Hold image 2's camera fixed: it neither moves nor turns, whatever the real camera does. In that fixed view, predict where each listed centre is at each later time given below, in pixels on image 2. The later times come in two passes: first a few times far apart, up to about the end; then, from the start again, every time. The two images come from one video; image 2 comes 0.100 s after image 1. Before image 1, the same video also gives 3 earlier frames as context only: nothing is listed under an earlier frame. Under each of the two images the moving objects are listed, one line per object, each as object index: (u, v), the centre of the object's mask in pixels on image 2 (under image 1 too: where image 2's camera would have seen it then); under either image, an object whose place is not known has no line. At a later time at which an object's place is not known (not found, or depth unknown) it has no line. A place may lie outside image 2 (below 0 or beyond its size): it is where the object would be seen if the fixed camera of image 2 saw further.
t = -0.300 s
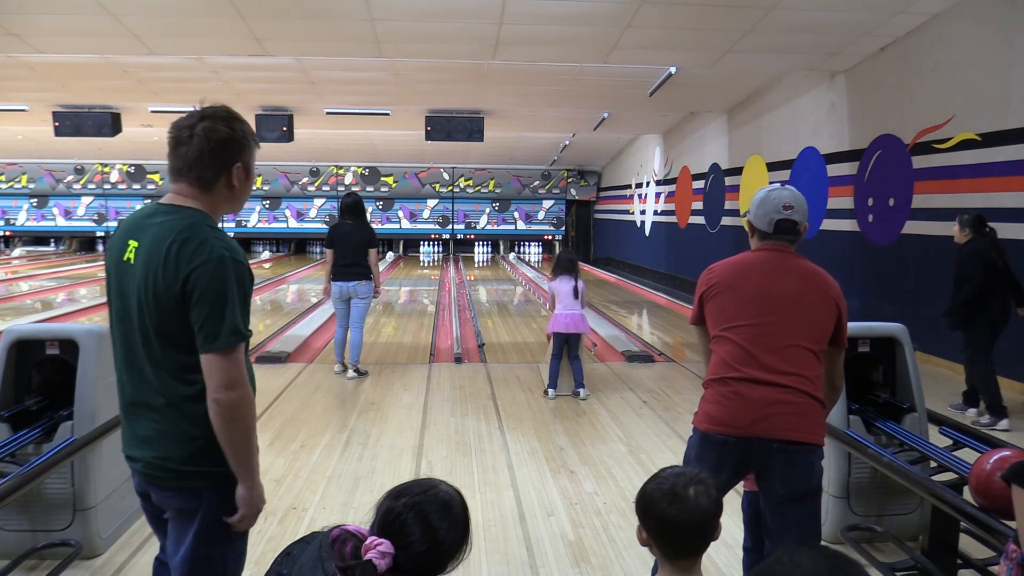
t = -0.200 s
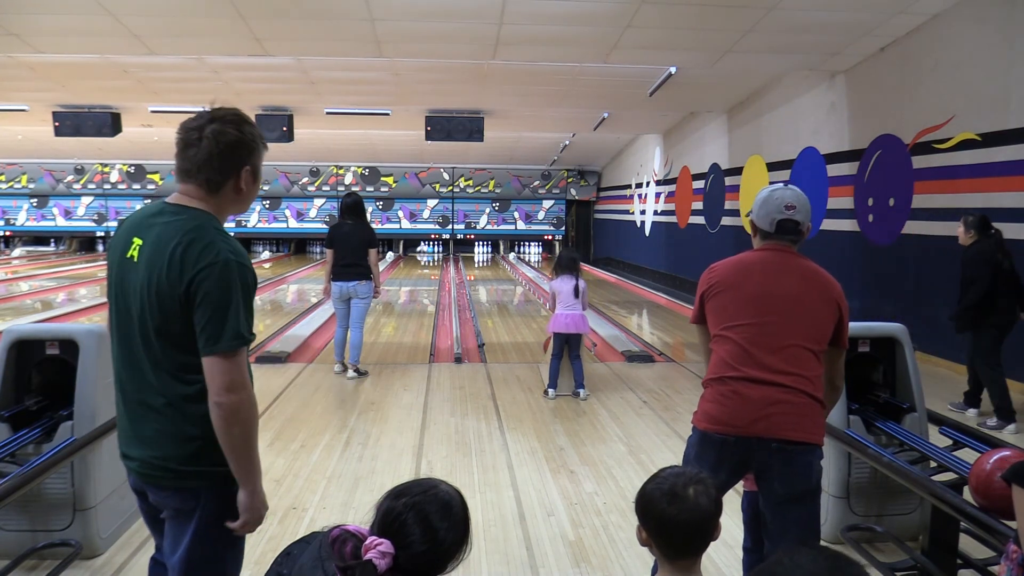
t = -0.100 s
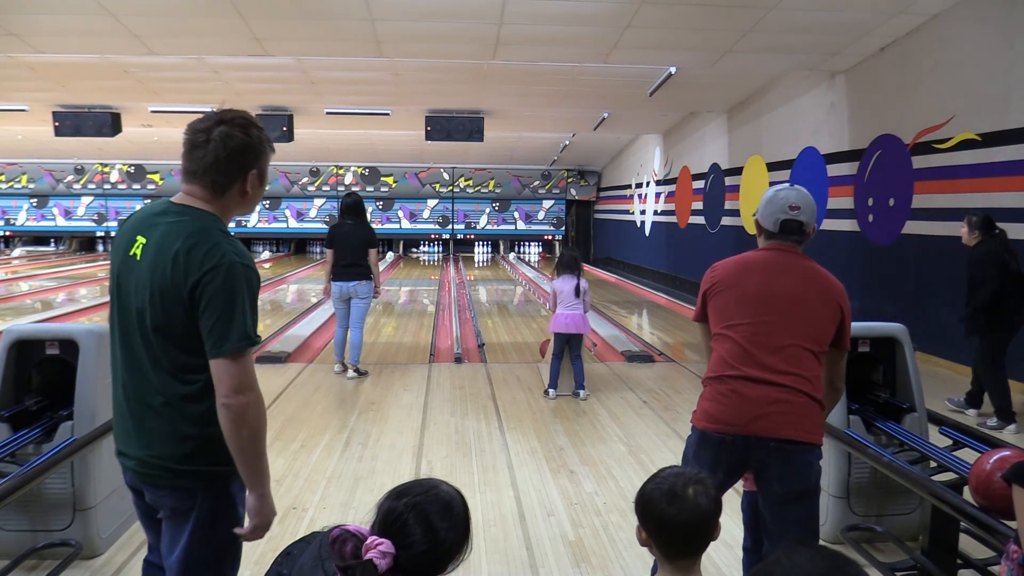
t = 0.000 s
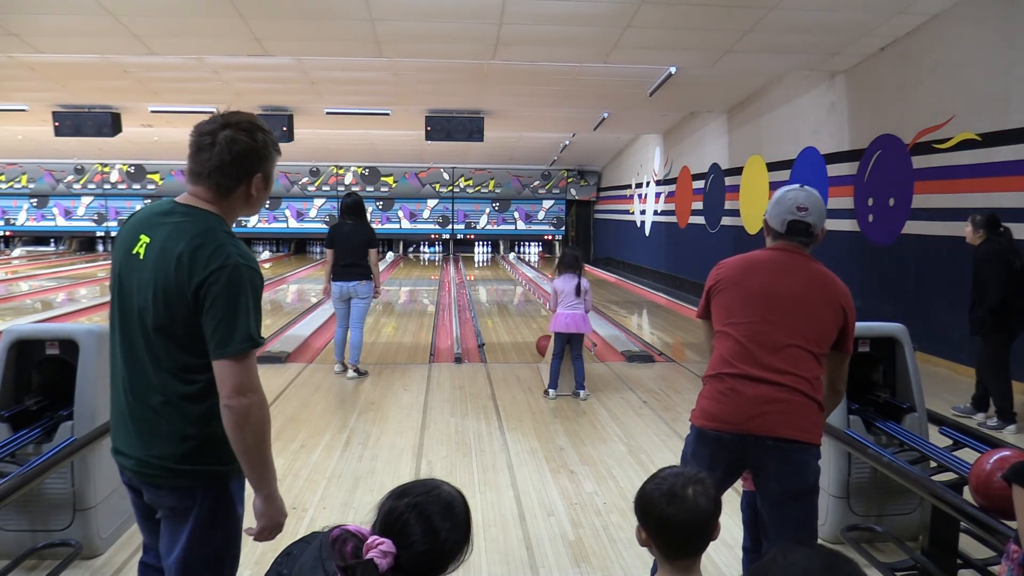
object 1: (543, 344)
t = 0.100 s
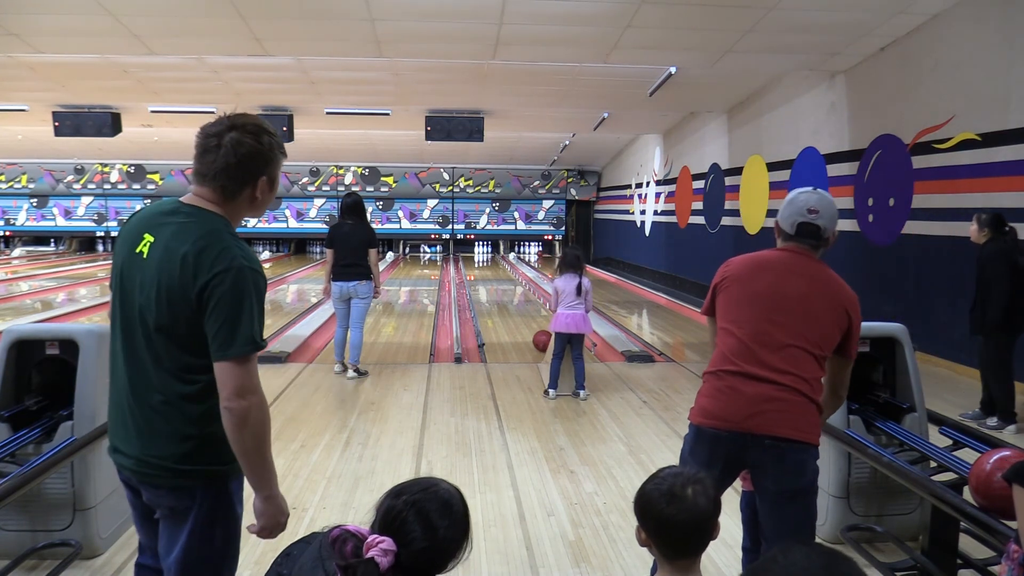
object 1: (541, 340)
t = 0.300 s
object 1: (536, 331)
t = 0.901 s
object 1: (520, 311)
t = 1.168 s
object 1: (515, 304)
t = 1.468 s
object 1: (510, 298)
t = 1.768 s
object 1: (506, 293)
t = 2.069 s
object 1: (502, 288)
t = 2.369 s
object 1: (499, 284)
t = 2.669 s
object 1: (496, 280)
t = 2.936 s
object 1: (493, 277)
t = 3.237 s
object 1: (491, 274)
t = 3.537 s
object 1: (489, 272)
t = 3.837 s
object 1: (486, 269)
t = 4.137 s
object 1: (485, 267)
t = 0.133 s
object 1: (541, 339)
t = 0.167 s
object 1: (540, 337)
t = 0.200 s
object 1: (539, 336)
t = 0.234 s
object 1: (538, 334)
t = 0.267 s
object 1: (537, 333)
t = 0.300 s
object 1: (536, 331)
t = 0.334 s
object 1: (535, 330)
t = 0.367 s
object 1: (534, 329)
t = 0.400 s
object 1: (533, 328)
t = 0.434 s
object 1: (532, 326)
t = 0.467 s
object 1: (531, 325)
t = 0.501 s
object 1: (530, 324)
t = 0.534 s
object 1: (529, 322)
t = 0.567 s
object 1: (528, 321)
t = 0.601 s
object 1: (527, 320)
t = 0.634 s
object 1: (527, 319)
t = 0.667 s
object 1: (526, 318)
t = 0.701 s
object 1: (525, 317)
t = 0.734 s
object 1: (524, 316)
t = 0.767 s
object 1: (523, 315)
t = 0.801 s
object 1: (522, 314)
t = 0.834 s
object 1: (522, 313)
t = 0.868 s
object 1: (521, 312)
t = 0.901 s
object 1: (520, 311)
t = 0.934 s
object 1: (520, 310)
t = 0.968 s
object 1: (519, 309)
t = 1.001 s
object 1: (518, 308)
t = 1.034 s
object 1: (518, 307)
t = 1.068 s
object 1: (517, 306)
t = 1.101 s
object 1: (516, 306)
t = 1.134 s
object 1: (516, 305)
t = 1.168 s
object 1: (515, 304)
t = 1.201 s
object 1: (515, 303)
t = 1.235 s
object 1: (514, 303)
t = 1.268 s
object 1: (513, 302)
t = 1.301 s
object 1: (513, 301)
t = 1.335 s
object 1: (512, 301)
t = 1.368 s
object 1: (512, 300)
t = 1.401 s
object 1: (511, 299)
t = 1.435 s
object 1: (510, 298)
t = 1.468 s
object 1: (510, 298)
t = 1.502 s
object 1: (510, 297)
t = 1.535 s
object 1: (509, 297)
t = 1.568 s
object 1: (509, 296)
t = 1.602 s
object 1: (508, 296)
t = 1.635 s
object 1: (508, 295)
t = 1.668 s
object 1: (507, 294)
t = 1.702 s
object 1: (507, 294)
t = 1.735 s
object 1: (506, 293)
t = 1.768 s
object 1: (506, 293)
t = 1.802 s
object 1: (505, 292)
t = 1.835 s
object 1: (505, 292)
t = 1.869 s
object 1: (504, 291)
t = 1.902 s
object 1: (504, 291)
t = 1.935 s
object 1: (504, 290)
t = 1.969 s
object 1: (503, 290)
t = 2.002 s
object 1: (503, 289)
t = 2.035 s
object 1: (502, 289)
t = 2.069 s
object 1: (502, 288)
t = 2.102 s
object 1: (502, 288)
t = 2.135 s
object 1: (501, 287)
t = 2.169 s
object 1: (501, 287)
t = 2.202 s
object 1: (500, 286)
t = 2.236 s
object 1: (500, 286)
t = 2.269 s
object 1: (500, 285)
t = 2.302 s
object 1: (500, 285)
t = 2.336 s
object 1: (499, 284)
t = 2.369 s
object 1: (499, 284)
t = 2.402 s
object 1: (498, 283)
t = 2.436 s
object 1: (498, 283)
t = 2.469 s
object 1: (498, 283)
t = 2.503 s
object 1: (497, 282)
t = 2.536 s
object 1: (497, 282)
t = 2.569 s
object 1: (497, 281)
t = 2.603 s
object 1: (496, 281)
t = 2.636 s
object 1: (496, 281)
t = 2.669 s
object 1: (496, 280)
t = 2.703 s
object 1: (495, 280)
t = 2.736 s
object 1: (495, 279)
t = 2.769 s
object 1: (495, 279)
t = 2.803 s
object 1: (495, 279)
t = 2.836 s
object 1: (494, 278)
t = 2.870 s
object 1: (494, 278)
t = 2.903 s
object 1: (494, 278)
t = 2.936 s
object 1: (493, 277)
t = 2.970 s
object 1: (493, 277)
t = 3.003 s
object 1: (493, 277)
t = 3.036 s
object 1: (492, 276)
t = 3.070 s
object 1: (492, 276)
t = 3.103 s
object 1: (492, 276)
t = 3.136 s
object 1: (492, 275)
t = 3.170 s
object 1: (491, 275)
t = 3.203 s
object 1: (491, 275)
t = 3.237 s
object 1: (491, 274)
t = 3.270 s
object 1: (491, 274)
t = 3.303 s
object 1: (490, 274)
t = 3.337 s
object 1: (490, 274)
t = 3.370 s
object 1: (490, 273)
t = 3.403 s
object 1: (490, 273)
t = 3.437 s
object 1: (490, 273)
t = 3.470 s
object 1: (489, 273)
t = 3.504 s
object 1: (489, 272)
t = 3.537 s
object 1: (489, 272)
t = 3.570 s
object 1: (488, 272)
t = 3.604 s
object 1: (488, 271)
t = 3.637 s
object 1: (488, 271)
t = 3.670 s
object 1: (488, 271)
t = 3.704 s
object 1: (487, 270)
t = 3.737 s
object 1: (487, 270)
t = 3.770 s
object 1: (487, 270)
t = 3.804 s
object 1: (487, 269)
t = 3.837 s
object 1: (486, 269)
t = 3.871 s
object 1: (486, 269)
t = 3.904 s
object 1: (486, 269)
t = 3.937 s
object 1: (486, 269)
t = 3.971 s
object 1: (486, 268)
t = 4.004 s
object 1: (486, 268)
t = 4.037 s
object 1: (486, 268)
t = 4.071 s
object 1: (486, 267)
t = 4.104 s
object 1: (485, 267)
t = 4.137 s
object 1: (485, 267)
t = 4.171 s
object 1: (485, 267)
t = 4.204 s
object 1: (484, 267)
